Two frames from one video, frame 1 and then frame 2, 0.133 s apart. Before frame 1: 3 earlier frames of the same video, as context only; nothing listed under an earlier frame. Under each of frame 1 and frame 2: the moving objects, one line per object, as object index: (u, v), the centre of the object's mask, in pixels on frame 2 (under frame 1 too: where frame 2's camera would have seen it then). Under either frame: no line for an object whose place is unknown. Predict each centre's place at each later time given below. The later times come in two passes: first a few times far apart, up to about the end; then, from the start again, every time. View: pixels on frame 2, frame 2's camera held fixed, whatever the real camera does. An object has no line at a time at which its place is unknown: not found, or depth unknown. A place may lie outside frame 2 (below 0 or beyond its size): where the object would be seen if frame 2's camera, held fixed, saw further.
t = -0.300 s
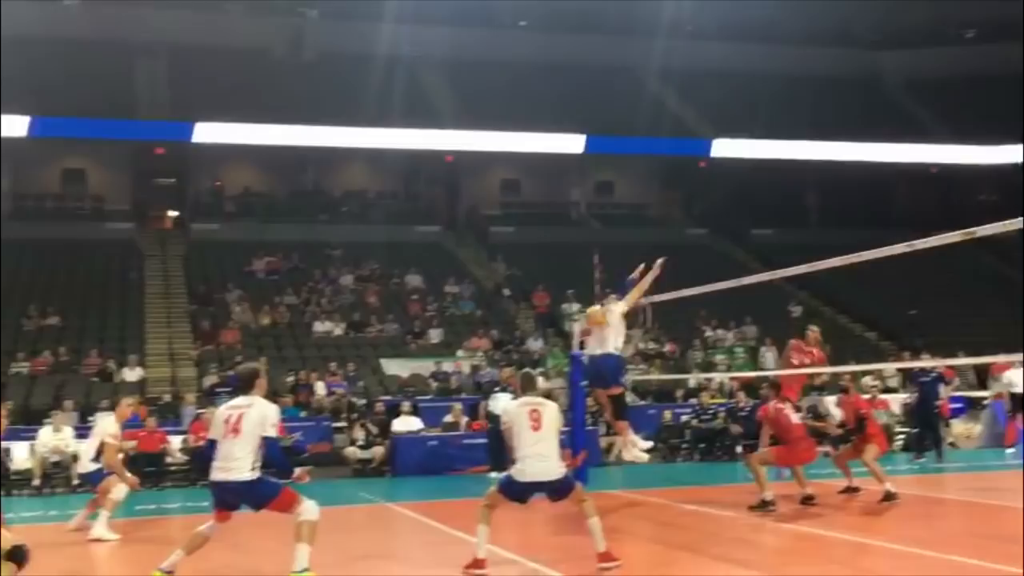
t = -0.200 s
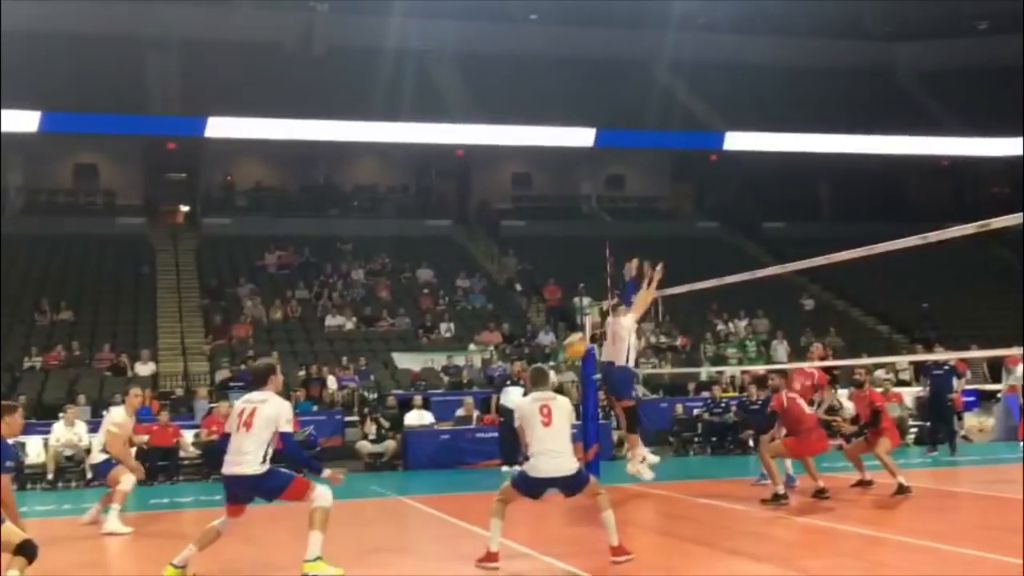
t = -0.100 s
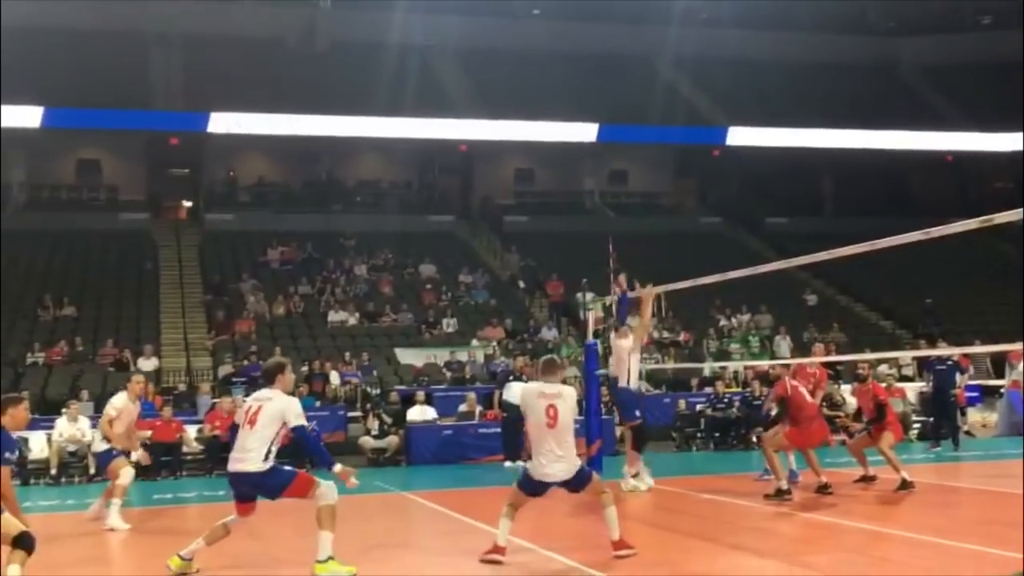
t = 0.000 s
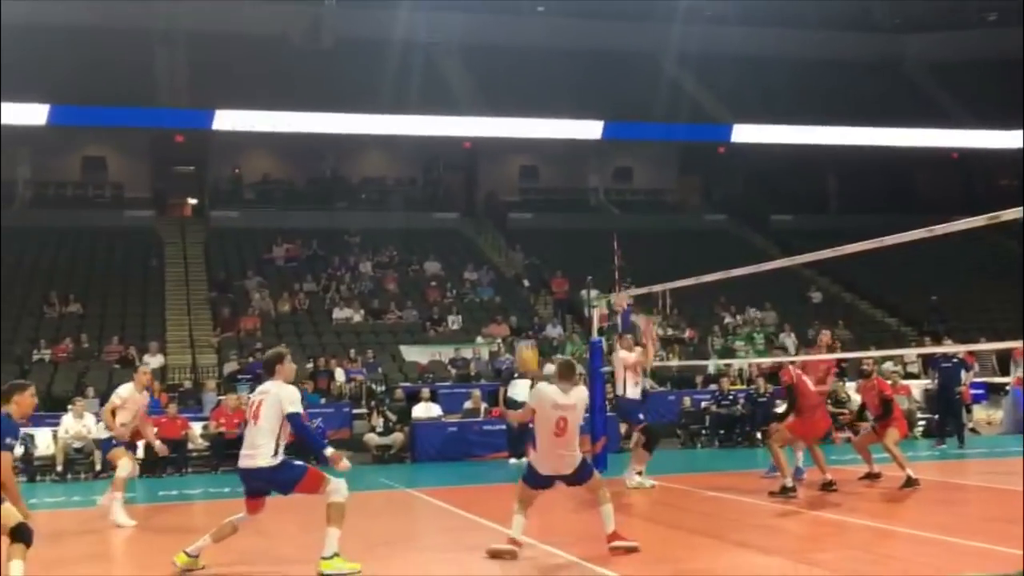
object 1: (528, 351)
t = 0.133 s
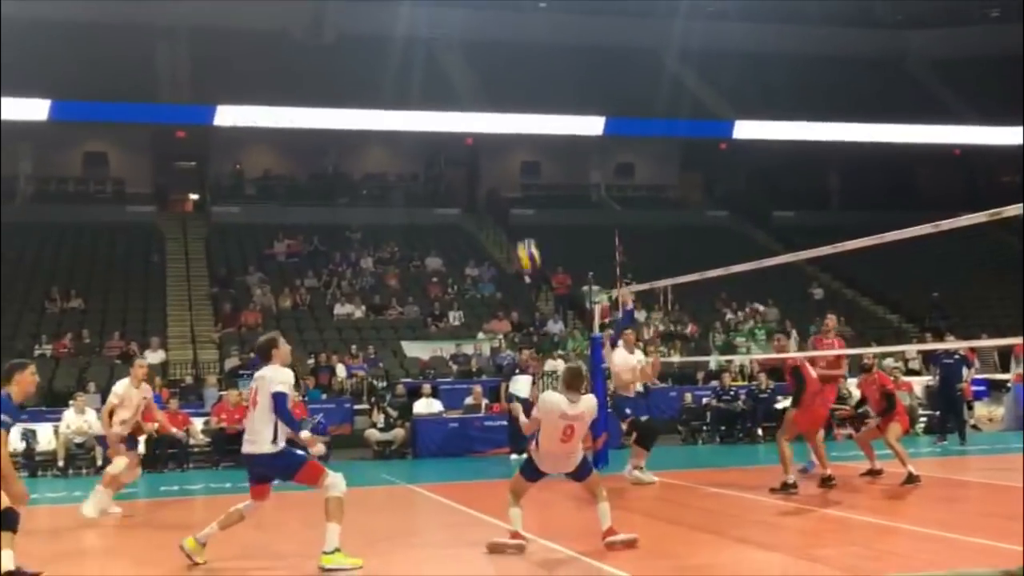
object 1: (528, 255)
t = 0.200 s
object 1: (529, 217)
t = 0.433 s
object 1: (529, 131)
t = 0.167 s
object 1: (528, 236)
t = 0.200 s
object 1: (529, 217)
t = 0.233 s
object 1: (530, 200)
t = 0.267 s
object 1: (529, 181)
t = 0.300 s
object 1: (529, 170)
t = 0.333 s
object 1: (529, 159)
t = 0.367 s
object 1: (532, 145)
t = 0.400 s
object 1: (529, 140)
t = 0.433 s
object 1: (529, 131)
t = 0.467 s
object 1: (528, 123)
